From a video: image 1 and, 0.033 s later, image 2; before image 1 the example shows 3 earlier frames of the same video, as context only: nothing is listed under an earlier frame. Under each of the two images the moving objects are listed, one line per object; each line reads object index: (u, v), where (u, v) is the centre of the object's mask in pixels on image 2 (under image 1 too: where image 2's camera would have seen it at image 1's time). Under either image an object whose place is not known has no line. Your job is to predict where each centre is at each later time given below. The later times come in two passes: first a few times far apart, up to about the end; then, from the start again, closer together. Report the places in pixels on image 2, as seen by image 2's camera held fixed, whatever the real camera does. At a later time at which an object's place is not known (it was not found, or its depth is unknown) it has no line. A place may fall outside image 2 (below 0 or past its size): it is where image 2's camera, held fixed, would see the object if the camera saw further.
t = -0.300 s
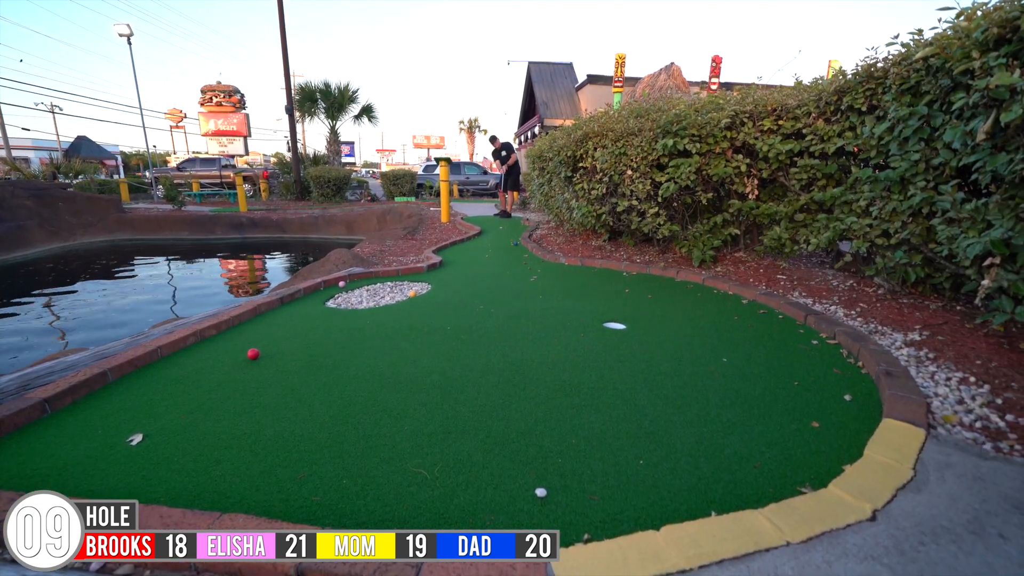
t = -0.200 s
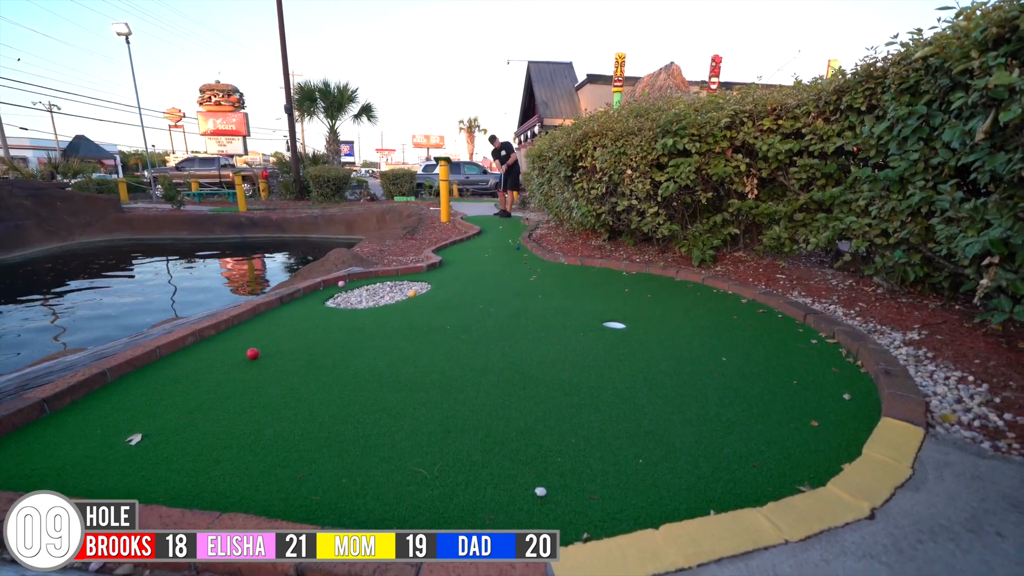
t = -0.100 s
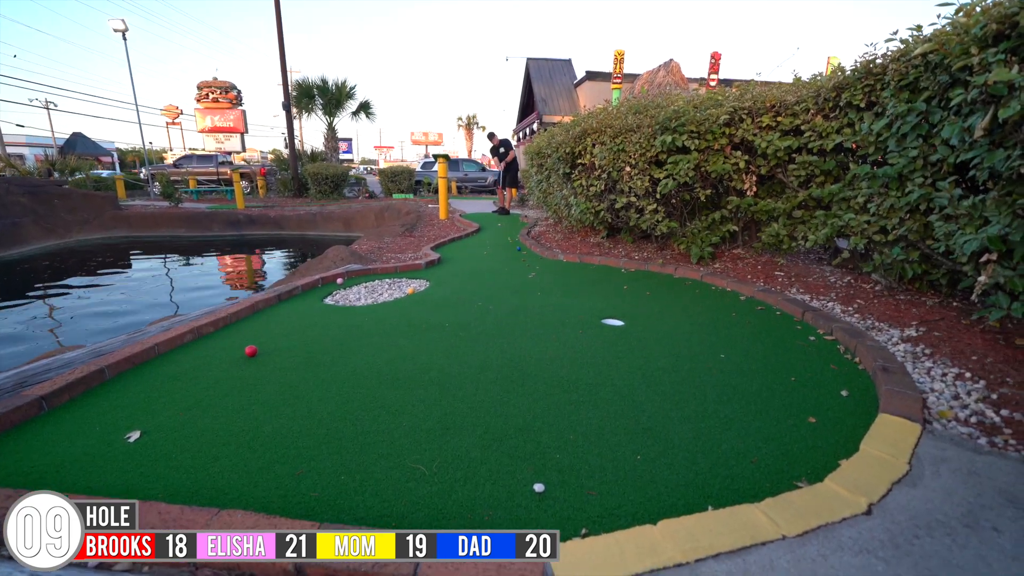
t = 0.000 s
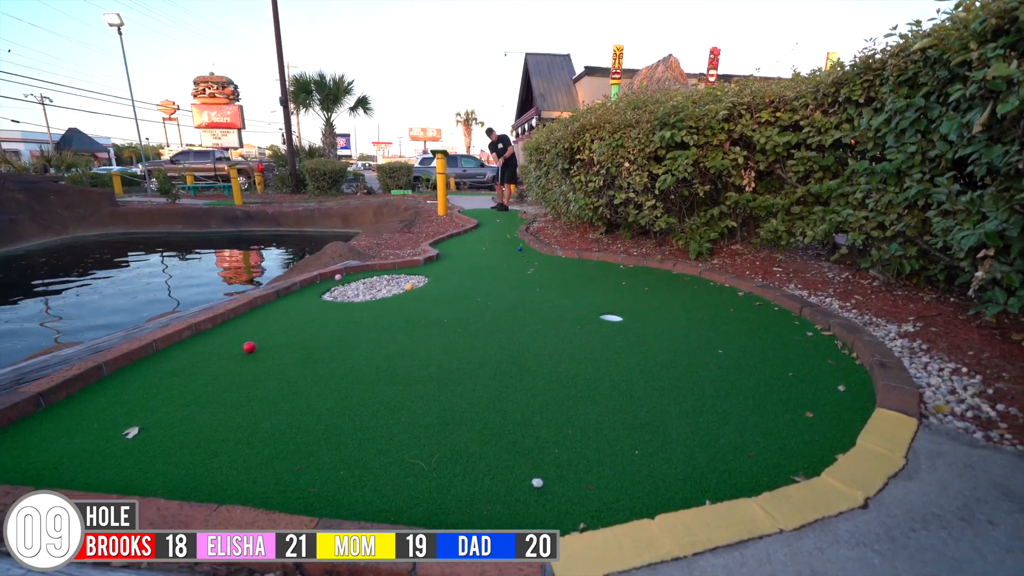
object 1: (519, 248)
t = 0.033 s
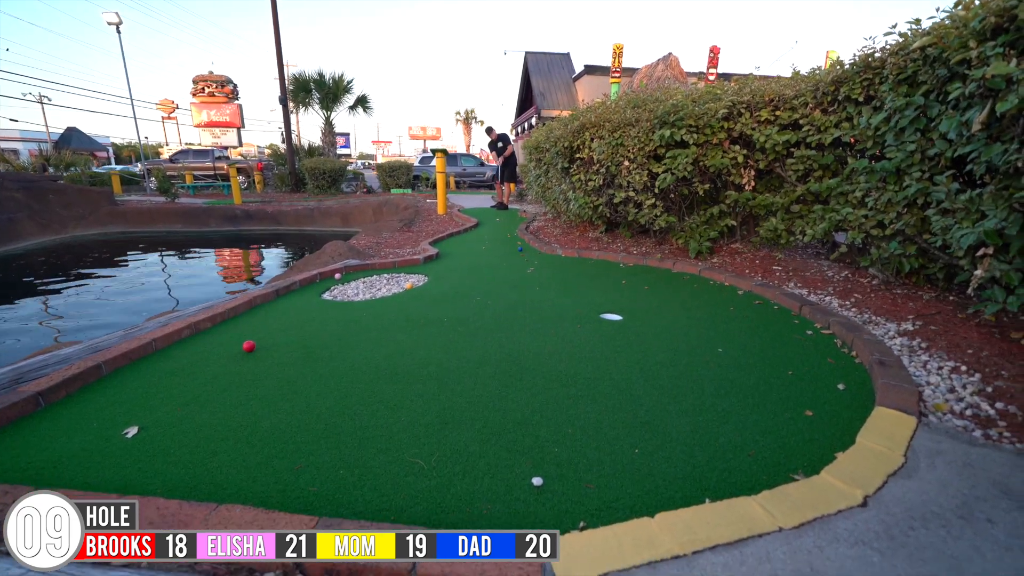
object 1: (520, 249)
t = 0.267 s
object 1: (525, 259)
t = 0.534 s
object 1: (526, 274)
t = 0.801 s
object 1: (526, 293)
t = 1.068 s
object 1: (517, 327)
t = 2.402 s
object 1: (482, 379)
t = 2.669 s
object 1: (478, 359)
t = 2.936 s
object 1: (464, 345)
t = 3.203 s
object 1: (447, 336)
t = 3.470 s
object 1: (426, 329)
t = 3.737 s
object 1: (407, 322)
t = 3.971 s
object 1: (390, 318)
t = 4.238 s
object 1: (372, 313)
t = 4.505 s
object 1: (358, 308)
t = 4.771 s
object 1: (347, 304)
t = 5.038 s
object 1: (341, 299)
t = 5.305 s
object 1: (341, 297)
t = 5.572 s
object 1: (344, 296)
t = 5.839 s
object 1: (344, 295)
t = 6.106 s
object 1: (344, 295)
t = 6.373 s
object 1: (344, 296)
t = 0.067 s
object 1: (521, 250)
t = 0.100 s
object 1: (522, 252)
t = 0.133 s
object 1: (522, 253)
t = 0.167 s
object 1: (523, 255)
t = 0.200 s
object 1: (524, 256)
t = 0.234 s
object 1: (524, 257)
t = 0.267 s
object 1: (525, 259)
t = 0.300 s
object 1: (525, 261)
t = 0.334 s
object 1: (525, 263)
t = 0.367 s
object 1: (526, 264)
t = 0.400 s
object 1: (526, 266)
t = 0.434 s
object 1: (526, 268)
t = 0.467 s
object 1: (526, 270)
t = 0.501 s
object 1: (527, 272)
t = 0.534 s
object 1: (526, 274)
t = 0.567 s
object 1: (527, 276)
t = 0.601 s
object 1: (526, 278)
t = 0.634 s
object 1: (527, 280)
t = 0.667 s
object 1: (526, 283)
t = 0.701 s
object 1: (527, 286)
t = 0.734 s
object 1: (526, 288)
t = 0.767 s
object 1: (526, 292)
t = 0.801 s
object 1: (526, 293)
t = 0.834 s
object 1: (525, 296)
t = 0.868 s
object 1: (524, 301)
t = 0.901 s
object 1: (524, 303)
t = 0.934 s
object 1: (523, 309)
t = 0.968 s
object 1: (522, 312)
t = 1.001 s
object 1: (520, 317)
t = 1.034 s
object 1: (519, 322)
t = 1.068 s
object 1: (517, 327)
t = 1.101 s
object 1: (515, 332)
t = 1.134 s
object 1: (513, 338)
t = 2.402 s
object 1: (482, 379)
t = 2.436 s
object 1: (482, 376)
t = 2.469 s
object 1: (482, 373)
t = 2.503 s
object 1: (482, 370)
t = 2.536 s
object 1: (481, 368)
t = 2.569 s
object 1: (481, 365)
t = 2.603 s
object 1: (480, 363)
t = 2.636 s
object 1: (479, 360)
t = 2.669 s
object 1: (478, 359)
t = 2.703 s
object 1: (477, 357)
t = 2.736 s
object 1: (475, 355)
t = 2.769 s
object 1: (474, 353)
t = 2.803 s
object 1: (472, 352)
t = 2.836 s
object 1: (470, 350)
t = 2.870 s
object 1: (468, 348)
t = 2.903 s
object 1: (466, 347)
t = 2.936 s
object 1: (464, 345)
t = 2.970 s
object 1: (462, 344)
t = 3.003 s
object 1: (460, 343)
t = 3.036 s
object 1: (458, 341)
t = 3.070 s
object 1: (456, 341)
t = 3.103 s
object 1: (454, 339)
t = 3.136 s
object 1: (451, 338)
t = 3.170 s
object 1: (449, 337)
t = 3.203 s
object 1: (447, 336)
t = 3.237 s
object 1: (444, 335)
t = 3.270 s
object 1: (442, 334)
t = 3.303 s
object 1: (439, 333)
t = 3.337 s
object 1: (436, 332)
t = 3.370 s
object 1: (434, 332)
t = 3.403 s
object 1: (431, 330)
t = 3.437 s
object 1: (429, 330)
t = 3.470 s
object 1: (426, 329)
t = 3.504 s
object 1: (424, 328)
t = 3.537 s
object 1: (421, 327)
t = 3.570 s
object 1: (419, 326)
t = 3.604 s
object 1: (416, 326)
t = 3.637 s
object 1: (414, 325)
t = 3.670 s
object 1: (412, 324)
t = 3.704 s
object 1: (409, 323)
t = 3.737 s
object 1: (407, 322)
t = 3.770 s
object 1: (404, 322)
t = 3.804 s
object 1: (402, 321)
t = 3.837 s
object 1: (399, 320)
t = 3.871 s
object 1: (397, 320)
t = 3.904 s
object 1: (394, 319)
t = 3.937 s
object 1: (392, 318)
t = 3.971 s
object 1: (390, 318)
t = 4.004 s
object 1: (387, 317)
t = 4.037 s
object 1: (385, 316)
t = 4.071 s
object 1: (383, 316)
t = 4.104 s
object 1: (381, 315)
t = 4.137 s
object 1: (379, 315)
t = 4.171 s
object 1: (376, 314)
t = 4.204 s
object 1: (374, 313)
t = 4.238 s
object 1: (372, 313)
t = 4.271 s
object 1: (370, 312)
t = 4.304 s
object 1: (369, 312)
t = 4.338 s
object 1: (367, 311)
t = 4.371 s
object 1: (365, 310)
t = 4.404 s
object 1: (364, 310)
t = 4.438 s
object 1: (362, 309)
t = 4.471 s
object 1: (360, 309)
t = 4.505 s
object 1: (358, 308)
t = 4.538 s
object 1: (357, 308)
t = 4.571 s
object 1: (355, 307)
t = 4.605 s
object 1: (354, 306)
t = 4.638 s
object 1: (352, 306)
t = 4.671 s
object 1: (351, 305)
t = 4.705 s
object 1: (350, 305)
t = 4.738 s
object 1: (349, 304)
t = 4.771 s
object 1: (347, 304)
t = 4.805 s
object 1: (346, 303)
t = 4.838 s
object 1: (345, 303)
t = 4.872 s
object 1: (344, 302)
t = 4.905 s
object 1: (344, 301)
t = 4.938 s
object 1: (343, 301)
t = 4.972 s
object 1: (342, 300)
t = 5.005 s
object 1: (342, 299)
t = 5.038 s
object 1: (341, 299)
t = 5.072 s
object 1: (341, 298)
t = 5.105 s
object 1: (341, 298)
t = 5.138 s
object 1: (341, 298)
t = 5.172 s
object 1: (341, 297)
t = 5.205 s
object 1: (341, 298)
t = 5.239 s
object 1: (341, 298)
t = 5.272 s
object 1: (341, 297)
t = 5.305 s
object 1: (341, 297)
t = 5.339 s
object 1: (343, 297)
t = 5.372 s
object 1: (343, 296)
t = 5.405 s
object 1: (343, 296)
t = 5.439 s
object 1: (343, 296)
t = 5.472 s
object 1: (343, 296)
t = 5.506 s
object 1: (344, 296)
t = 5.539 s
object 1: (344, 295)
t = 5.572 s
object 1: (344, 296)
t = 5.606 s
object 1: (344, 296)
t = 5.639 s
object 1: (344, 296)
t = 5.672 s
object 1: (344, 296)
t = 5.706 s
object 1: (344, 295)
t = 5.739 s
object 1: (344, 296)
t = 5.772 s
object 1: (344, 295)
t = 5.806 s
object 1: (344, 295)
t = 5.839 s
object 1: (344, 295)
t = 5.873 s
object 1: (344, 295)
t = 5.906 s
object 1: (344, 295)
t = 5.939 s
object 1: (344, 295)
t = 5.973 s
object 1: (344, 295)
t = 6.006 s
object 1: (344, 295)
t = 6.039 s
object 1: (344, 295)
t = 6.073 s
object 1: (344, 295)
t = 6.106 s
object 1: (344, 295)
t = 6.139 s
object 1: (344, 295)
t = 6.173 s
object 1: (344, 295)
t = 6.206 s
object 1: (344, 295)
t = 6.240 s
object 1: (344, 295)
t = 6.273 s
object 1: (344, 295)
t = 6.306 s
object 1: (344, 296)
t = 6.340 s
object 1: (344, 295)
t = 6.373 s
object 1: (344, 296)
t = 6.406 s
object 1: (344, 296)
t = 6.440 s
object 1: (344, 296)
